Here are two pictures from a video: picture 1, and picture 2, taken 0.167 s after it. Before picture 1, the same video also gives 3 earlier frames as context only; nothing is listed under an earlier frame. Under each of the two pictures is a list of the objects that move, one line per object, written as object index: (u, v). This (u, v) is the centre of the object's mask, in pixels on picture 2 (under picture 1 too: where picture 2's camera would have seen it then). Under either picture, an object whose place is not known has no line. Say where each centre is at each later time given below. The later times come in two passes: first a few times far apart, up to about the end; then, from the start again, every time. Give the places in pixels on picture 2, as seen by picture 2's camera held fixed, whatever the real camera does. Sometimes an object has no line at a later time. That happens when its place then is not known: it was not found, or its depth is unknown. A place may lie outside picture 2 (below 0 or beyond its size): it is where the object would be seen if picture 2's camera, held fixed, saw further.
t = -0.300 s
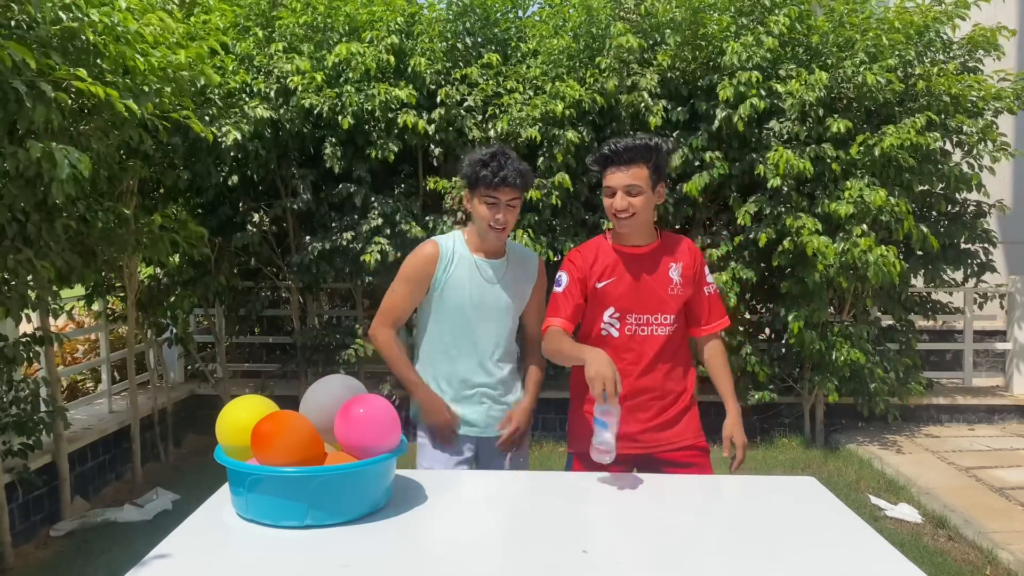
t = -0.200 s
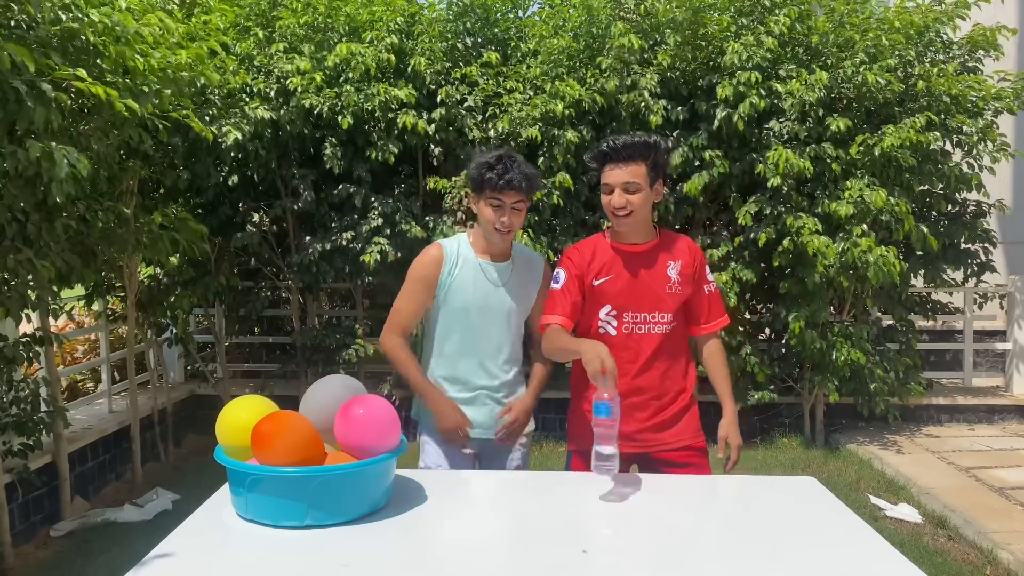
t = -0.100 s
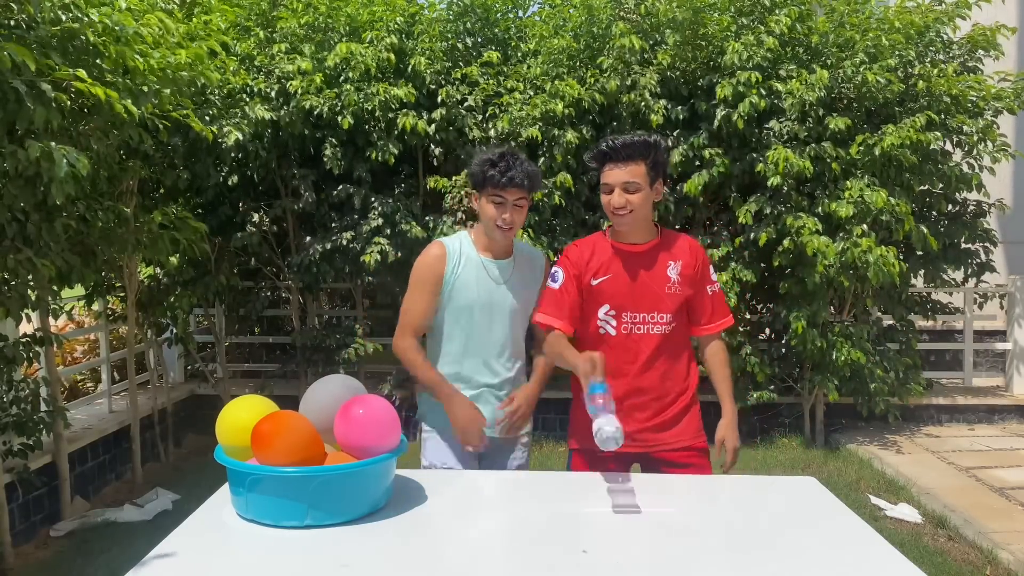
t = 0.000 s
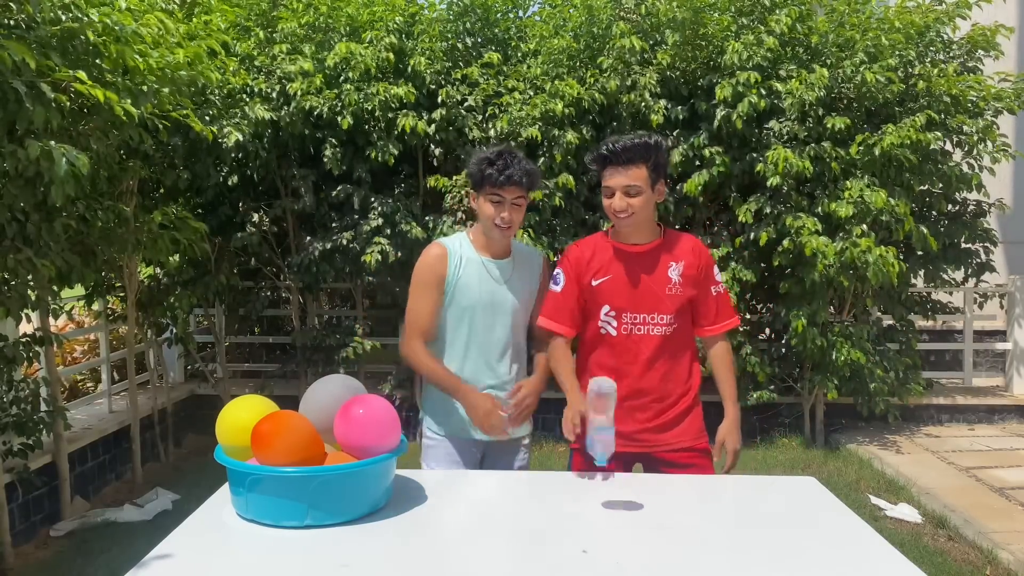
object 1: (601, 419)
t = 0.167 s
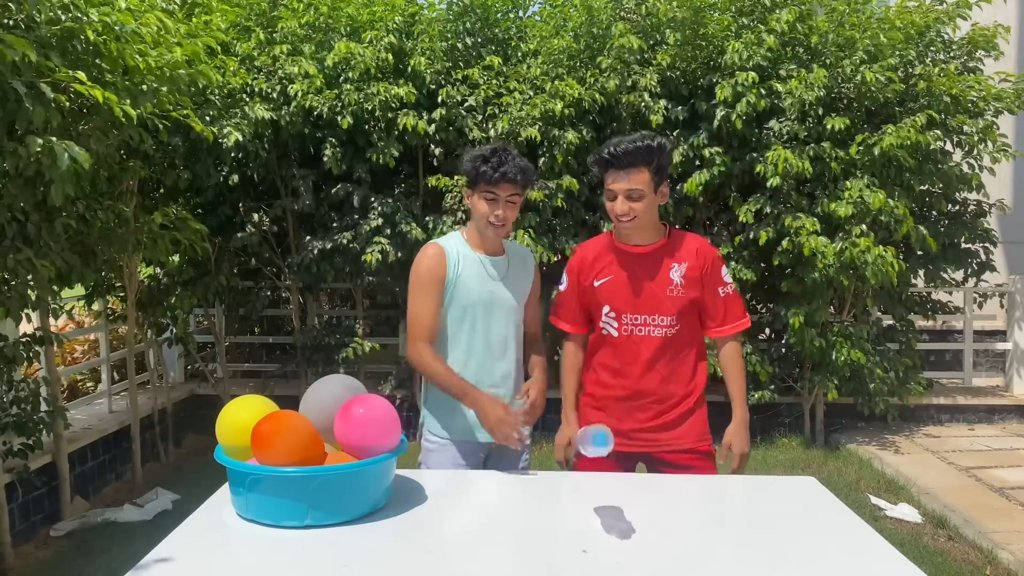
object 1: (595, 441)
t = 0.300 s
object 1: (588, 492)
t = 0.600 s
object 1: (583, 533)
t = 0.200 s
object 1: (592, 456)
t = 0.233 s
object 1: (589, 479)
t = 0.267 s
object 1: (589, 489)
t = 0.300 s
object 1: (588, 492)
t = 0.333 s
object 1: (587, 495)
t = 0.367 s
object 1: (586, 499)
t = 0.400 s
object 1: (588, 514)
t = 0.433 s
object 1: (586, 524)
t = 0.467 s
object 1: (584, 530)
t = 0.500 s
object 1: (583, 532)
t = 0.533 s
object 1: (582, 533)
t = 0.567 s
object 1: (583, 533)
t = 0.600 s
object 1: (583, 533)
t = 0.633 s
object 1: (583, 533)
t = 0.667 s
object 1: (583, 533)
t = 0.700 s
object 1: (584, 533)
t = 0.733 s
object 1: (584, 533)
